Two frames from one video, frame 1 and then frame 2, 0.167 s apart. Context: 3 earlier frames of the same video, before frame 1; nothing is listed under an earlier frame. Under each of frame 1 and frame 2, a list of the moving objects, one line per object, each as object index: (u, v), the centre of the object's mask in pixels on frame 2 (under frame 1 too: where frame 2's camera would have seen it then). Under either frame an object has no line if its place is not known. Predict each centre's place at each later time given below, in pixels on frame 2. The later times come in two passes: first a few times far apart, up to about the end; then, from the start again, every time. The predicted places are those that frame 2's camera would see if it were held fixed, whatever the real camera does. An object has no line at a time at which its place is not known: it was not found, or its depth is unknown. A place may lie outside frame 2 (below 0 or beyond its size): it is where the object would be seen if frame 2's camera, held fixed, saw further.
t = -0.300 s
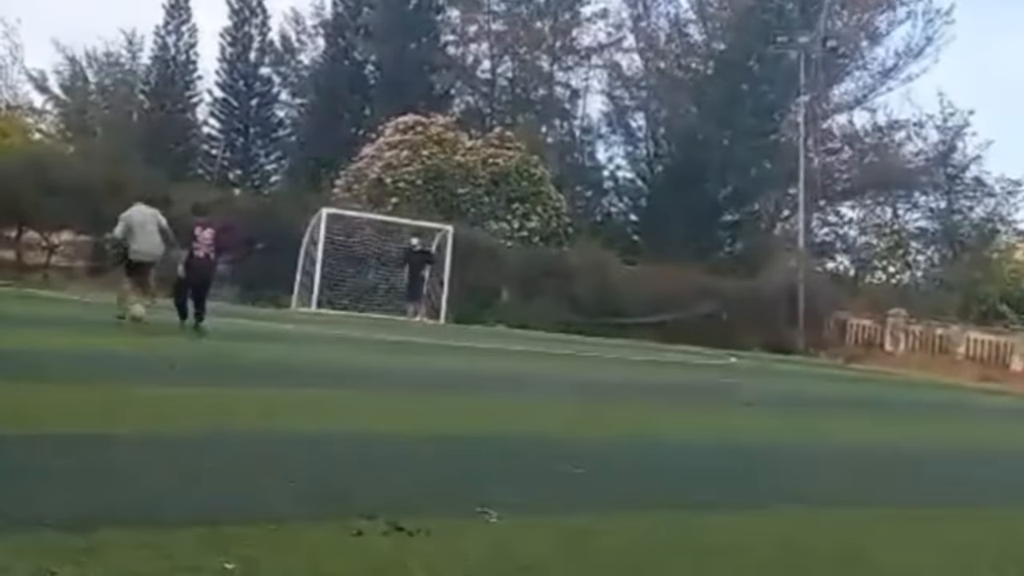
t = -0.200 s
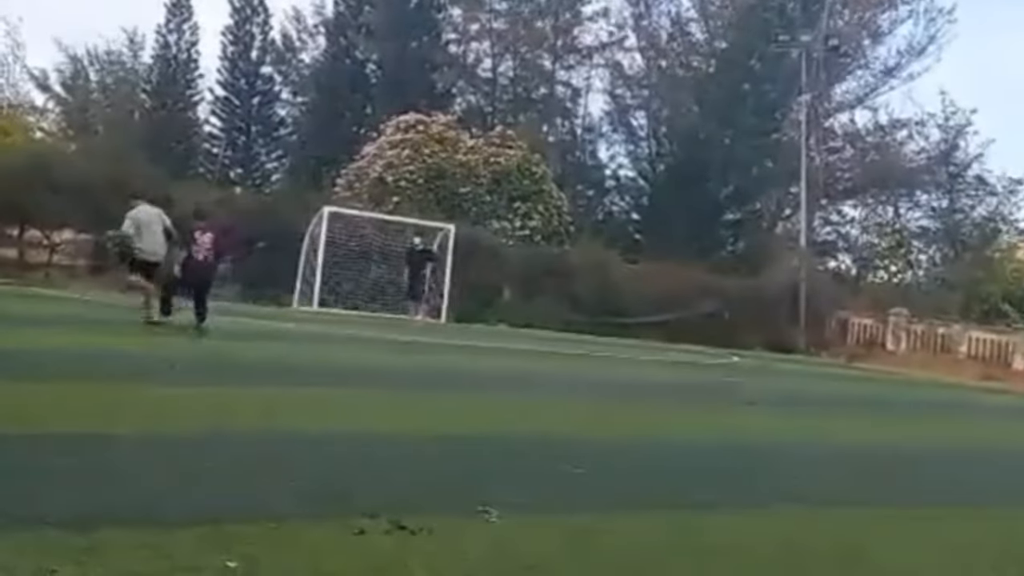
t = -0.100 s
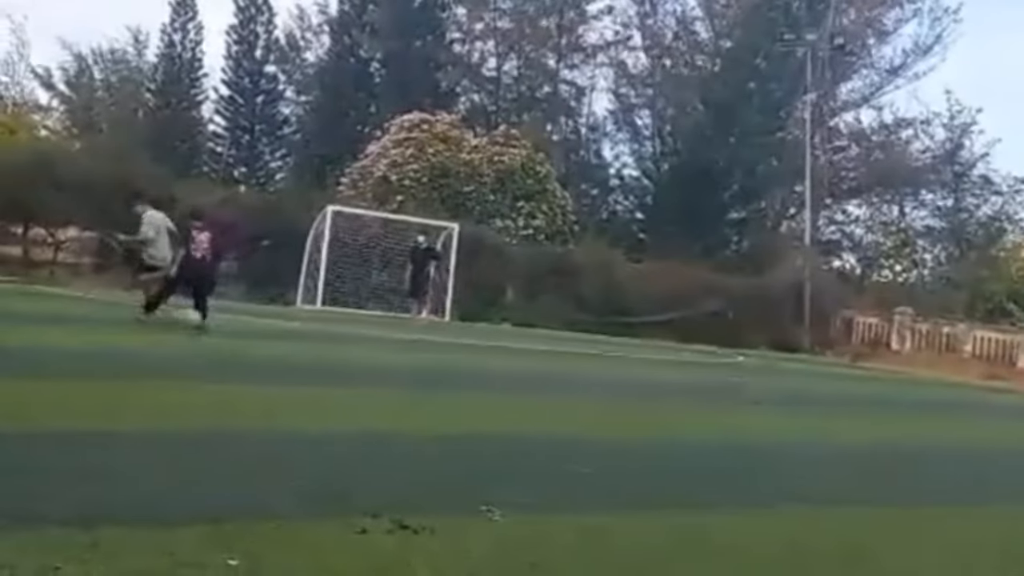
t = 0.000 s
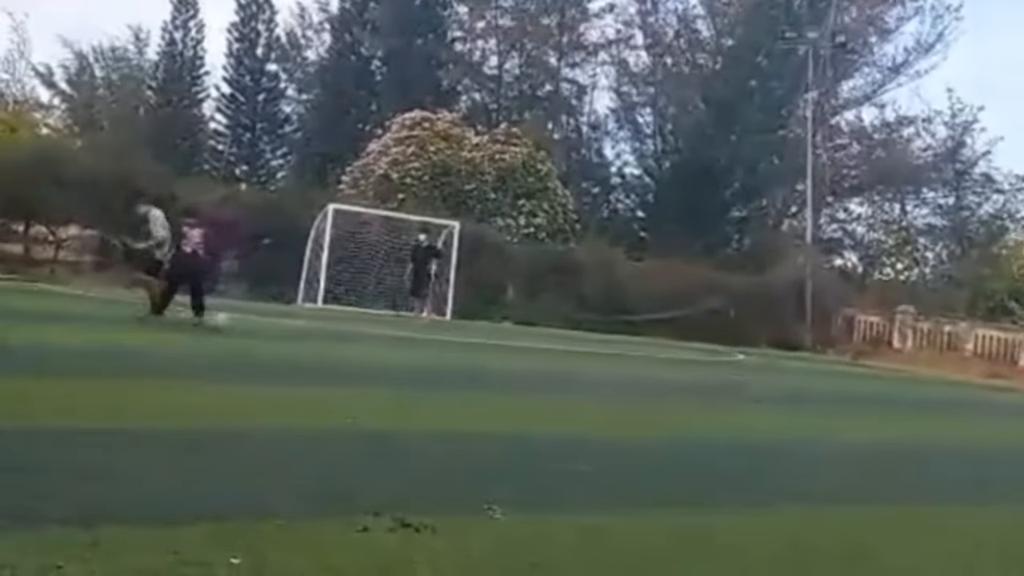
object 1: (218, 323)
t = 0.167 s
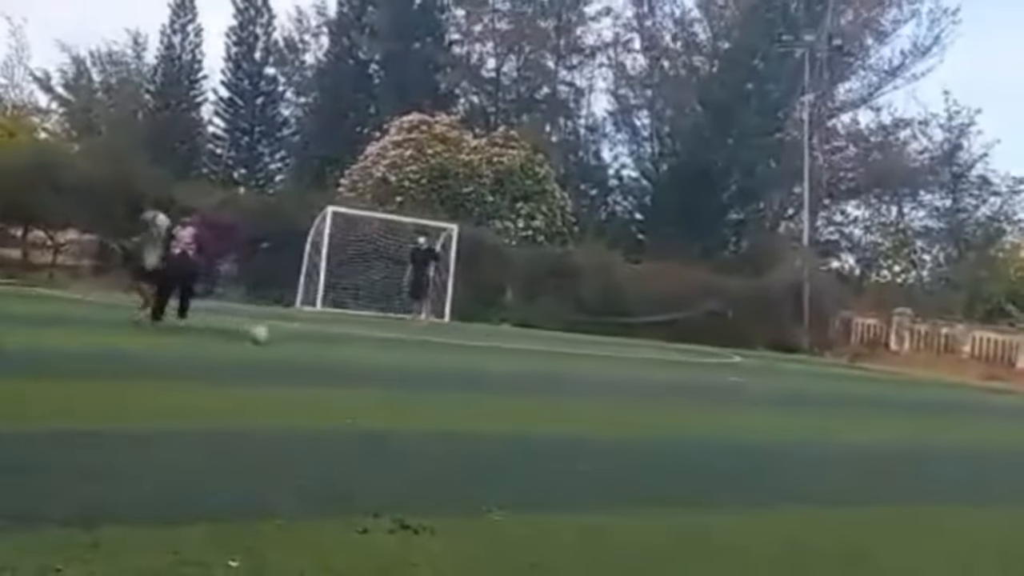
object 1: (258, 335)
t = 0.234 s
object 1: (276, 338)
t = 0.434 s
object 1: (329, 349)
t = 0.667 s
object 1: (397, 363)
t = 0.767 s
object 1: (427, 369)
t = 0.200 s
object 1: (266, 336)
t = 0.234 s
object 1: (276, 338)
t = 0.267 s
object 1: (285, 340)
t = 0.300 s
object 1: (293, 342)
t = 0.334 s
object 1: (302, 344)
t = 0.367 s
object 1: (311, 345)
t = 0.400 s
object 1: (321, 347)
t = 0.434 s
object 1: (329, 349)
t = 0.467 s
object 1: (339, 351)
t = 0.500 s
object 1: (347, 352)
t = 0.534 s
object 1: (358, 355)
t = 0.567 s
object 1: (368, 357)
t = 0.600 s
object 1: (377, 359)
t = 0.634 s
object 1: (386, 361)
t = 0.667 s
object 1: (397, 363)
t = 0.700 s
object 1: (407, 365)
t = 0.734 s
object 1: (417, 367)
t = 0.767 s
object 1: (427, 369)
